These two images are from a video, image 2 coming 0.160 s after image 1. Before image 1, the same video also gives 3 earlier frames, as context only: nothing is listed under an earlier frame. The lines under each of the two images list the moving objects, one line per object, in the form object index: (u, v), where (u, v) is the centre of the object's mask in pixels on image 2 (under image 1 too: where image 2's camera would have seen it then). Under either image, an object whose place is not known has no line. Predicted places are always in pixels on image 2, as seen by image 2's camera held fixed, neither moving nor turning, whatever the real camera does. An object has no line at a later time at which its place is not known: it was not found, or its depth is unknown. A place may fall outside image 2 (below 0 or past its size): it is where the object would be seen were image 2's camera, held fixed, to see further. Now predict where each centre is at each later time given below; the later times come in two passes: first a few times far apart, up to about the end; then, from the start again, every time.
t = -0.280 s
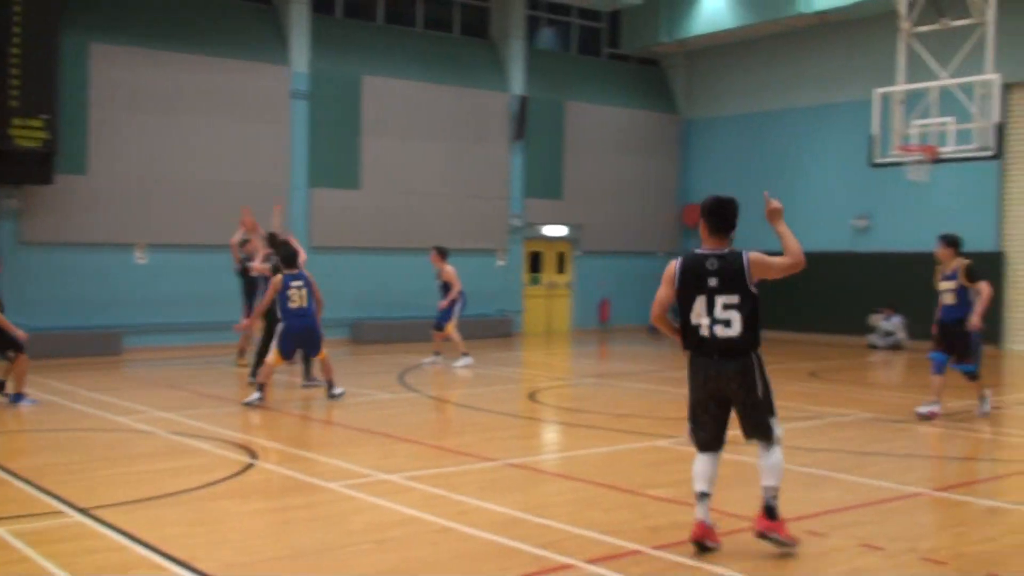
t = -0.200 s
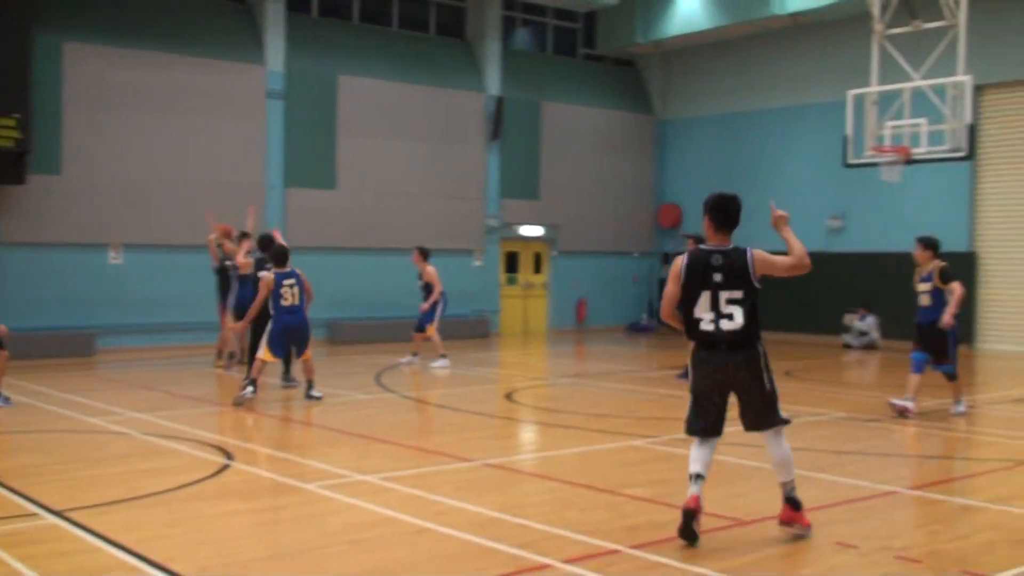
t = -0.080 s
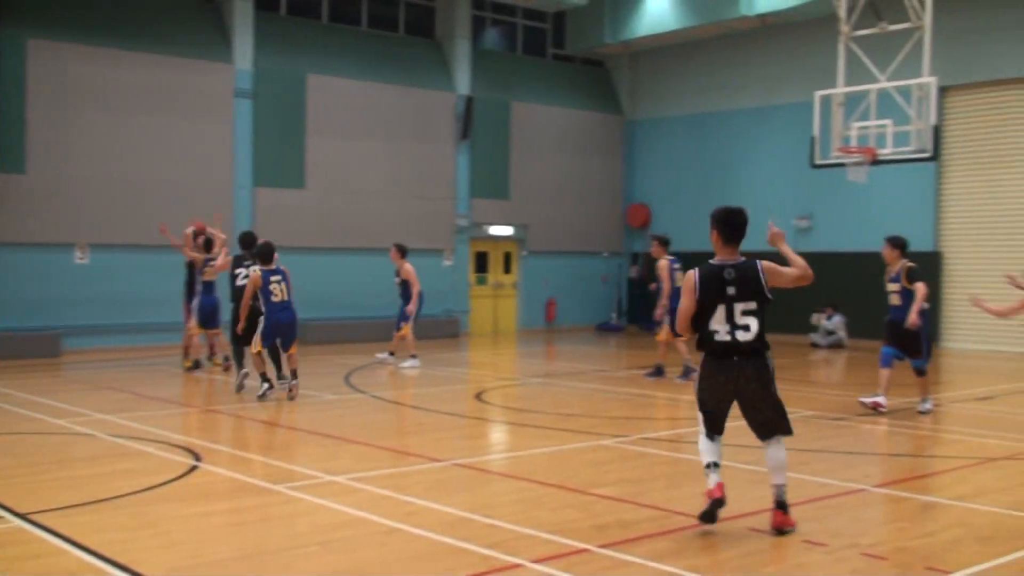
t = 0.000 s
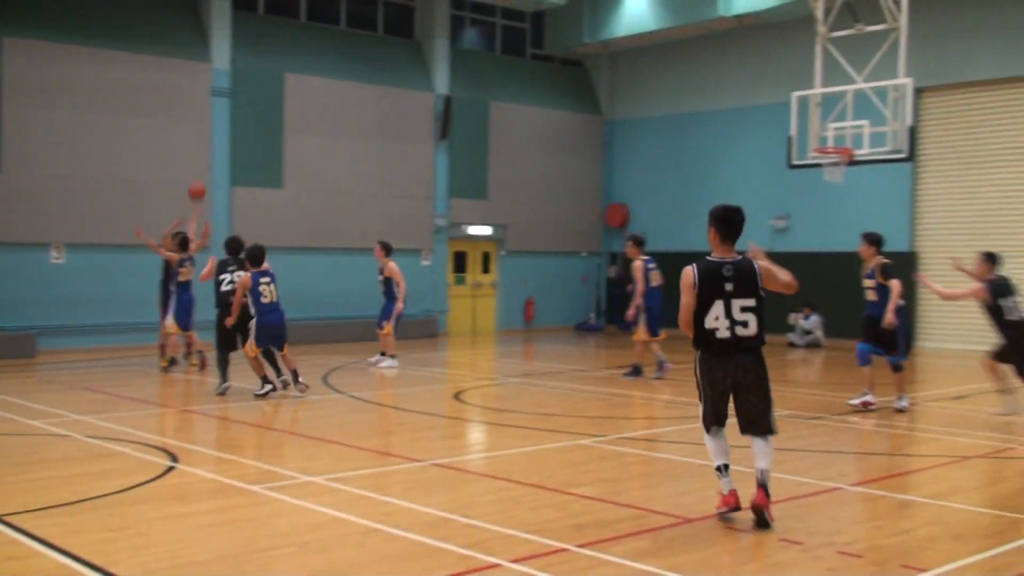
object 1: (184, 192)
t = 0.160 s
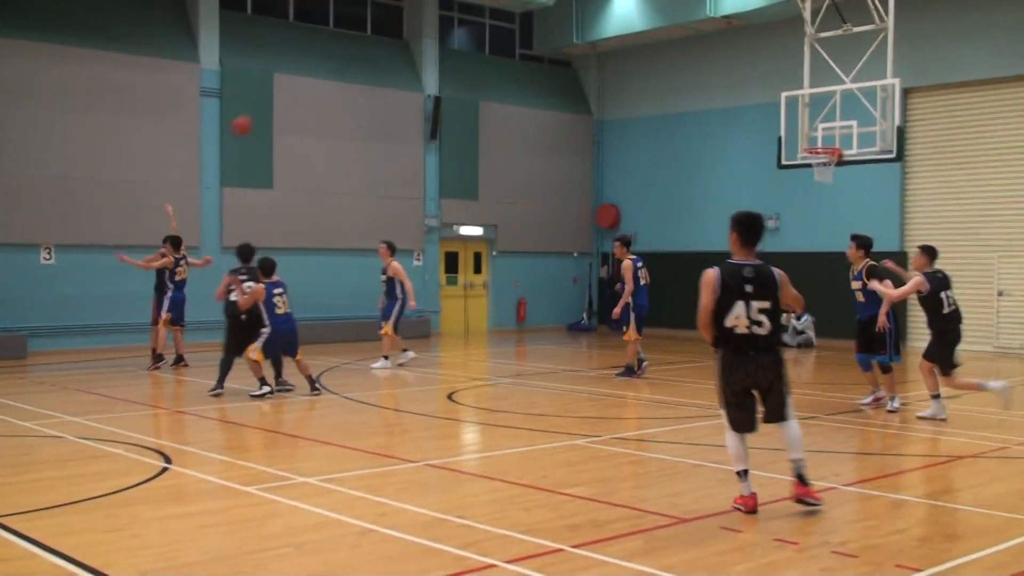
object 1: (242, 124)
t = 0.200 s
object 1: (257, 110)
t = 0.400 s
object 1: (341, 44)
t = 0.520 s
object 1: (402, 12)
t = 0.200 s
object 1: (257, 110)
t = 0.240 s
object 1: (272, 95)
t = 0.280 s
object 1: (288, 81)
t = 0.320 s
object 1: (306, 67)
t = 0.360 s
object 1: (323, 55)
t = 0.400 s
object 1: (341, 44)
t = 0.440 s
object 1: (361, 32)
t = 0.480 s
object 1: (382, 21)
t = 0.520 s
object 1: (402, 12)
